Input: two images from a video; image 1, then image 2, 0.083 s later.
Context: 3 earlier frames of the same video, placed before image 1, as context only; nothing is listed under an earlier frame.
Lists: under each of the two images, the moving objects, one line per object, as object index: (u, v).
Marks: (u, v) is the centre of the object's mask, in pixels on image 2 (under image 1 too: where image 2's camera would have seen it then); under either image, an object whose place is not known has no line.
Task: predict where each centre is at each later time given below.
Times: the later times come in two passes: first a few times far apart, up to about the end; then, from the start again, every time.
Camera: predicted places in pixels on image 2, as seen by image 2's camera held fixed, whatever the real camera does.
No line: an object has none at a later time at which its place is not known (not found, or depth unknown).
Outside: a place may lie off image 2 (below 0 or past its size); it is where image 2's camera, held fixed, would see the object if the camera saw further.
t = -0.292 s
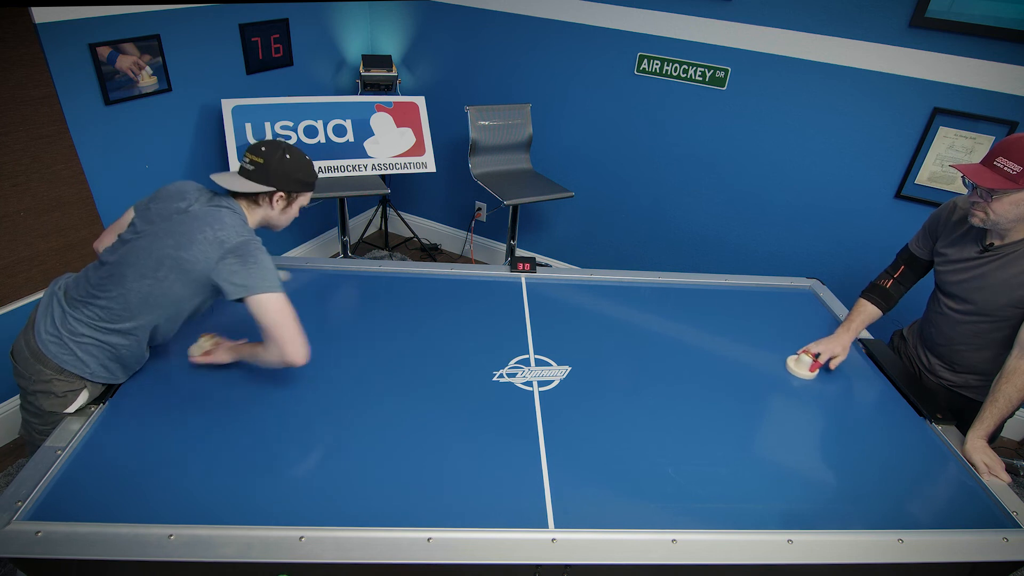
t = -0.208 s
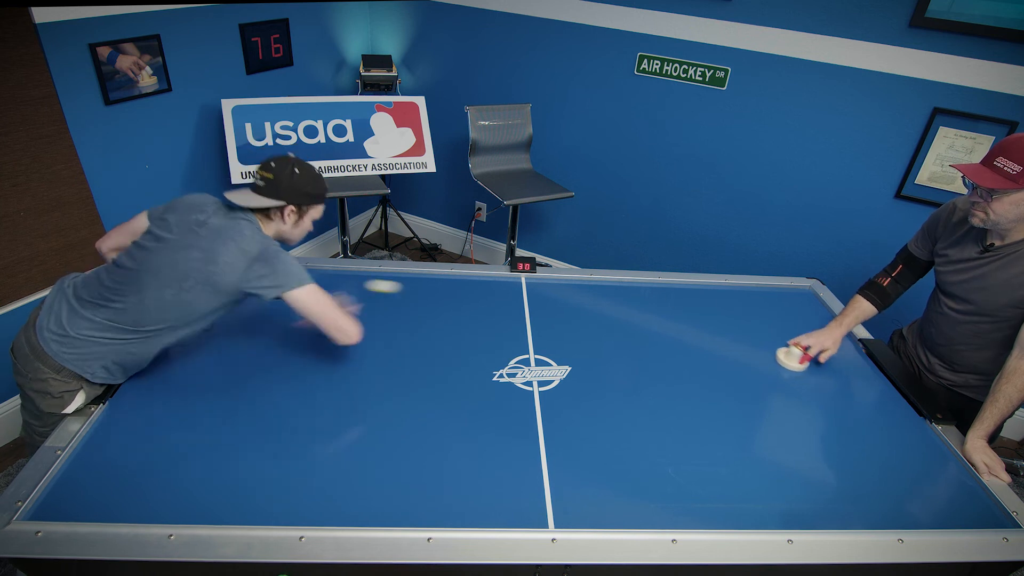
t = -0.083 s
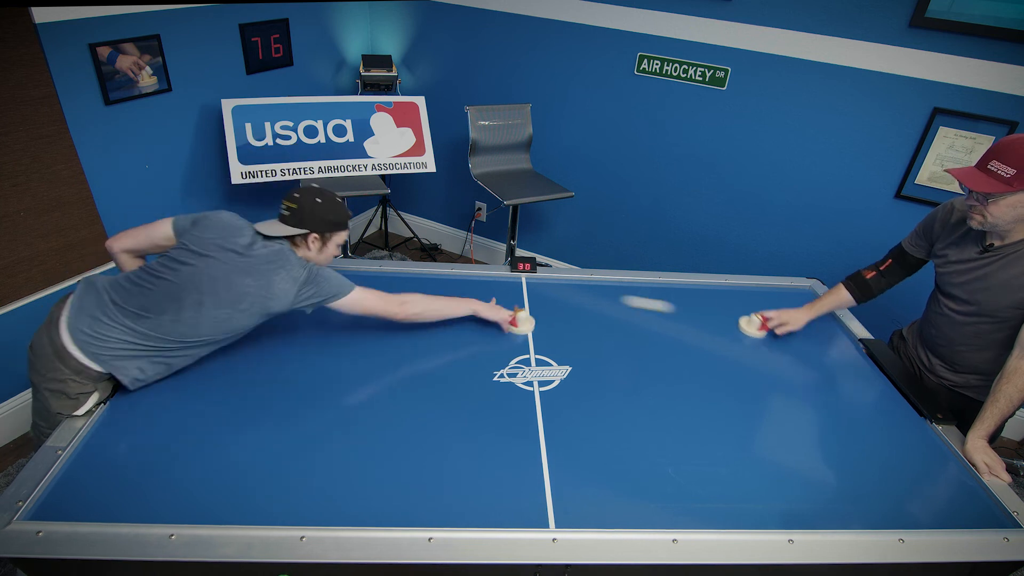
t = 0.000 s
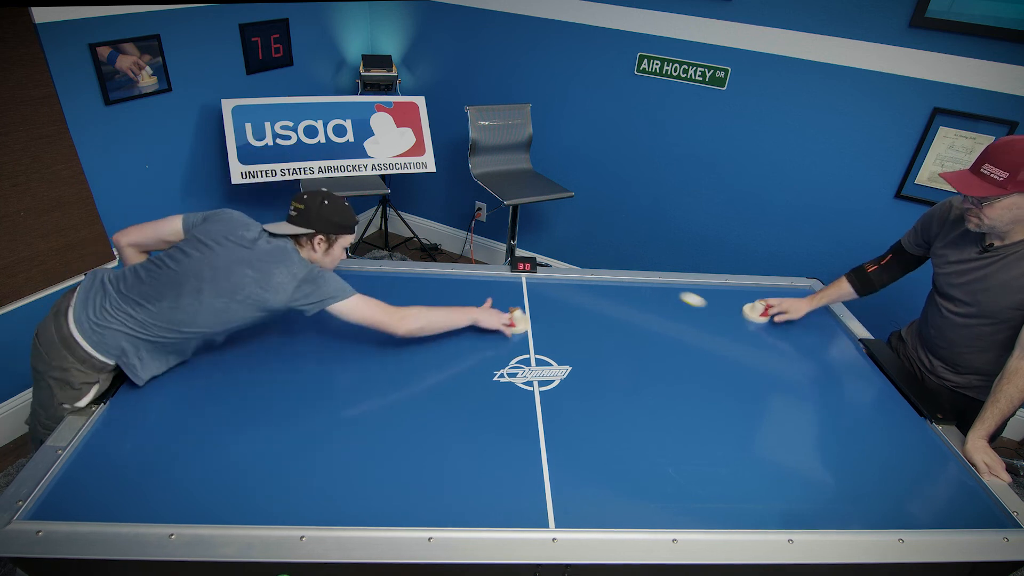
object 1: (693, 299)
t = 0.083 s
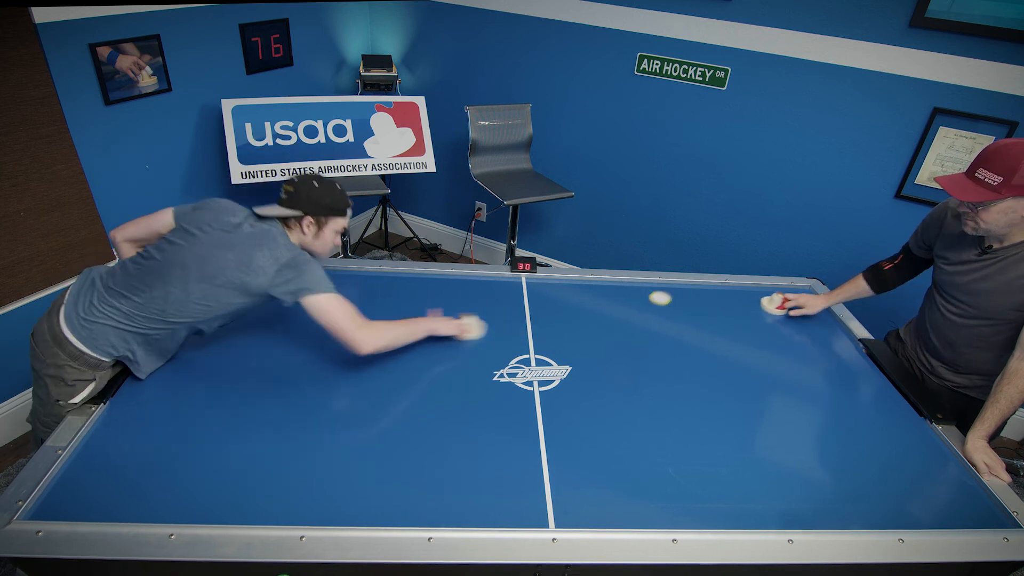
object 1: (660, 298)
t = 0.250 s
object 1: (614, 342)
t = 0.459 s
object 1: (537, 414)
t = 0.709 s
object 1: (408, 490)
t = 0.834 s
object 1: (365, 433)
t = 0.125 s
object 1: (649, 308)
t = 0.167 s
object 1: (638, 318)
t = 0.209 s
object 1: (627, 330)
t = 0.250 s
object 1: (614, 342)
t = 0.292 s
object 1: (601, 354)
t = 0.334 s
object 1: (586, 368)
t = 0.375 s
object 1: (572, 383)
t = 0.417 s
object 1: (555, 398)
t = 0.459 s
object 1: (537, 414)
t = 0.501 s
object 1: (517, 432)
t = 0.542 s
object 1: (497, 452)
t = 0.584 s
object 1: (474, 473)
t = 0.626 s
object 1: (450, 496)
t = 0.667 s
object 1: (425, 512)
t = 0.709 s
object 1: (408, 490)
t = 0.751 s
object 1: (393, 470)
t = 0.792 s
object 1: (379, 451)
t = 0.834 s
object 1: (365, 433)
